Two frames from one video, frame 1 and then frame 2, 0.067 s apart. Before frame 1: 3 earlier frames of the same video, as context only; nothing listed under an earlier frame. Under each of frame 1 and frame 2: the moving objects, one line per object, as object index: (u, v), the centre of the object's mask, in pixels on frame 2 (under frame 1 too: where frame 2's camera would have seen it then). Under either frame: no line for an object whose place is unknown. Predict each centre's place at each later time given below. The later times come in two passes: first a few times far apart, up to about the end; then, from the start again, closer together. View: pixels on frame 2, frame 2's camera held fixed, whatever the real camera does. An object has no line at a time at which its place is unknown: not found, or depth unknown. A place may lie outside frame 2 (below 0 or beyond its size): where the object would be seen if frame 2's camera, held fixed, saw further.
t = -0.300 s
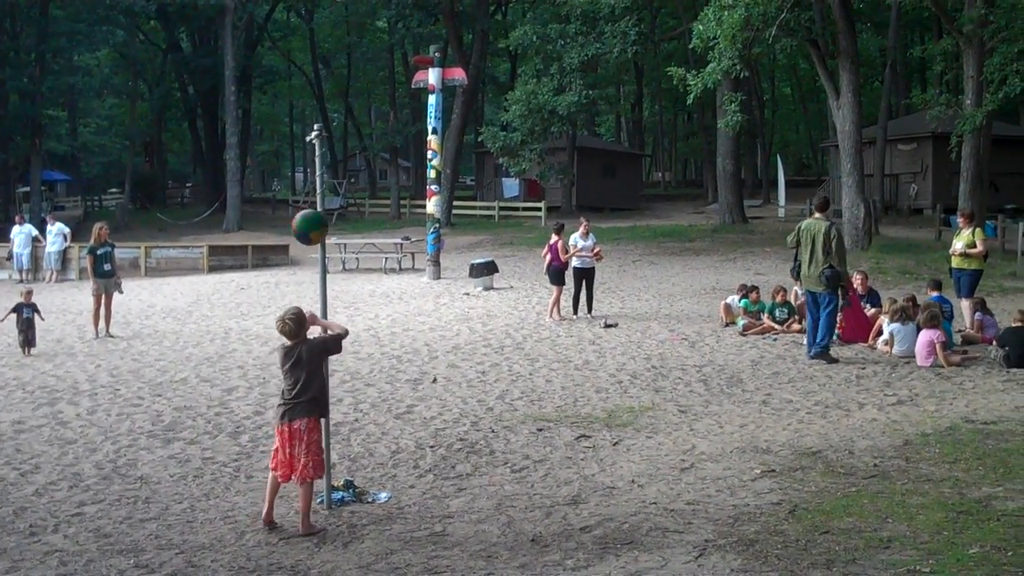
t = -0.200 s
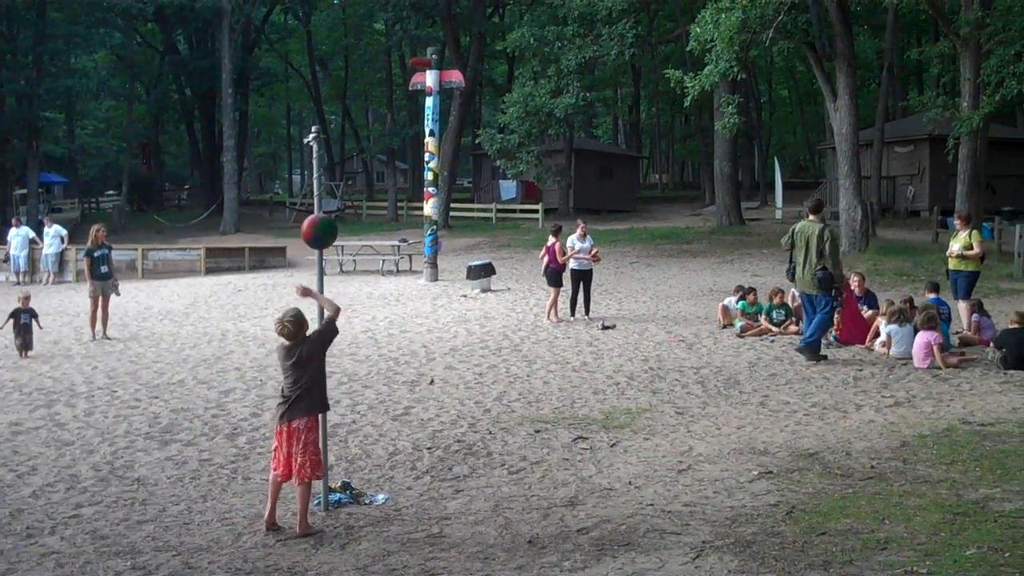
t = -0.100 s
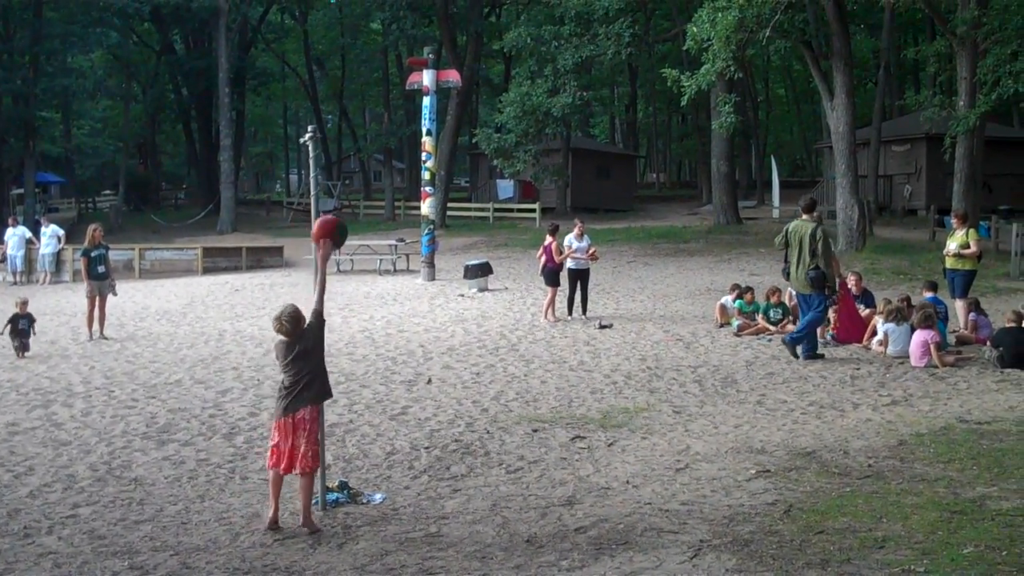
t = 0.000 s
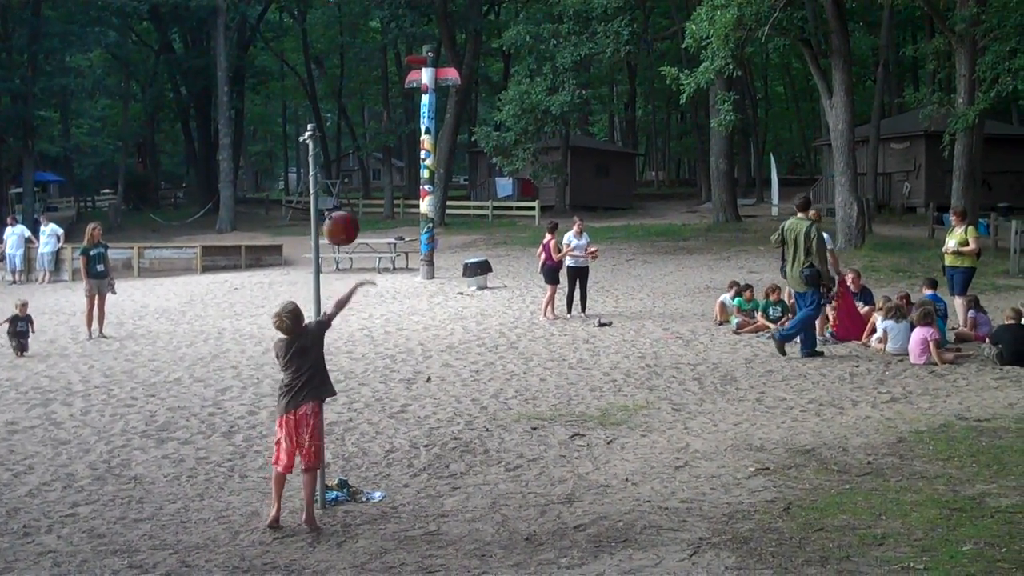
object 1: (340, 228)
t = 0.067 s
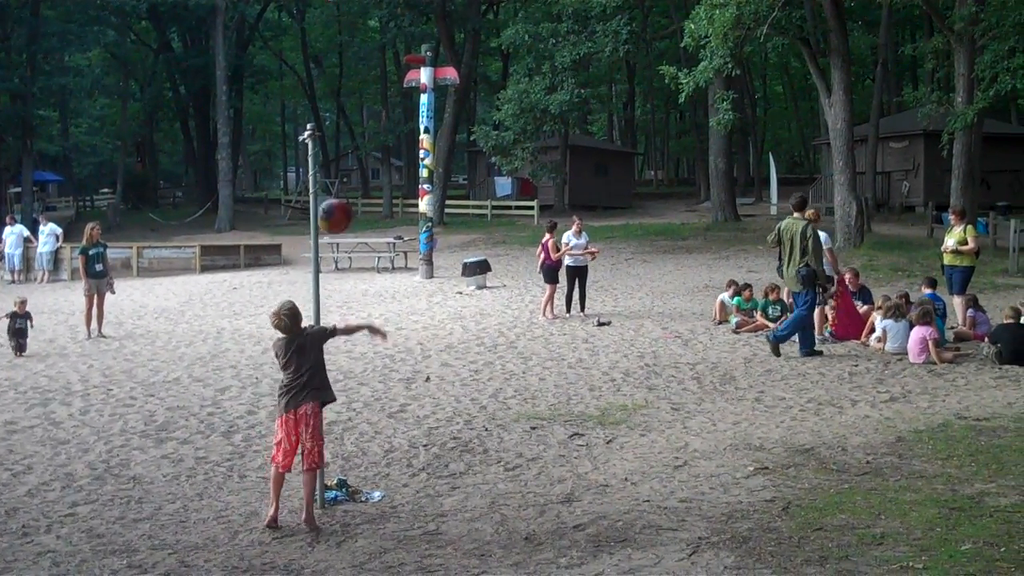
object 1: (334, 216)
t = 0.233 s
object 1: (292, 194)
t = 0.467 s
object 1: (265, 225)
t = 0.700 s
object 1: (354, 228)
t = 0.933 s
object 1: (378, 204)
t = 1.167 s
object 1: (329, 229)
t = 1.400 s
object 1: (256, 243)
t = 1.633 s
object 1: (274, 216)
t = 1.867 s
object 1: (340, 223)
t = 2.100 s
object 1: (371, 252)
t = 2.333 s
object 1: (319, 237)
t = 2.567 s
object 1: (252, 222)
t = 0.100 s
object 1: (329, 209)
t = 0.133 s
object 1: (319, 203)
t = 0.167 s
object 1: (307, 199)
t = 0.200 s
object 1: (296, 196)
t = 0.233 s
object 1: (292, 194)
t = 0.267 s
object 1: (282, 193)
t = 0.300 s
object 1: (275, 195)
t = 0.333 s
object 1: (268, 199)
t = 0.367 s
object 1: (265, 204)
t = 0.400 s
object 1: (262, 211)
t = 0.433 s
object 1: (263, 218)
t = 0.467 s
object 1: (265, 225)
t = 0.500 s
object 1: (273, 231)
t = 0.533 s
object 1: (283, 236)
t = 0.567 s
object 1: (296, 239)
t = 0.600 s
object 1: (311, 240)
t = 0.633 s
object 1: (327, 237)
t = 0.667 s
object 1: (341, 233)
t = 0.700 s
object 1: (354, 228)
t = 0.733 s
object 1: (364, 224)
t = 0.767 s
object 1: (373, 218)
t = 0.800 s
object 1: (377, 214)
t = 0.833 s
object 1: (381, 209)
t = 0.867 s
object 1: (381, 205)
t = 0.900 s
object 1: (380, 204)
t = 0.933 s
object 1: (378, 204)
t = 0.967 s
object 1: (375, 205)
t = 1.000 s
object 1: (369, 207)
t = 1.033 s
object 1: (363, 210)
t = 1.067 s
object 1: (356, 215)
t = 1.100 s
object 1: (347, 220)
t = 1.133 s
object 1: (337, 225)
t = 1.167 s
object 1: (329, 229)
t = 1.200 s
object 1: (317, 234)
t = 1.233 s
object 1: (298, 239)
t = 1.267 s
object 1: (290, 243)
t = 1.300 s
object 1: (279, 245)
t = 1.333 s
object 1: (270, 246)
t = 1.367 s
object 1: (262, 246)
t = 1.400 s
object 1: (256, 243)
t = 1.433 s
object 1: (252, 240)
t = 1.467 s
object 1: (251, 235)
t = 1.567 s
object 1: (260, 222)
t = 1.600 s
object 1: (266, 219)
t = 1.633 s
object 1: (274, 216)
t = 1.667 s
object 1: (283, 214)
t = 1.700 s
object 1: (291, 213)
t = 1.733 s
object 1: (302, 214)
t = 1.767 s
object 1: (311, 216)
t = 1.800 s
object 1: (321, 218)
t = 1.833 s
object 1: (332, 220)
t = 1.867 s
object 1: (340, 223)
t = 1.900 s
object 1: (348, 228)
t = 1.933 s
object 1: (356, 232)
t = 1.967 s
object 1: (363, 238)
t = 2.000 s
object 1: (367, 242)
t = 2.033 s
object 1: (371, 246)
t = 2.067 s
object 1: (372, 249)
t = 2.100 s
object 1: (371, 252)
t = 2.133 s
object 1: (368, 252)
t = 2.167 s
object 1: (363, 252)
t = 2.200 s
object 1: (355, 250)
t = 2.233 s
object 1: (348, 249)
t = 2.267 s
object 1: (338, 245)
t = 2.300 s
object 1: (330, 241)
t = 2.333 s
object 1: (319, 237)
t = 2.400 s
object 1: (296, 230)
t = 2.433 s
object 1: (287, 227)
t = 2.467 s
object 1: (277, 225)
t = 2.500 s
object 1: (268, 223)
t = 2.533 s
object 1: (259, 223)
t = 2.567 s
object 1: (252, 222)
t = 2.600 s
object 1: (245, 222)
